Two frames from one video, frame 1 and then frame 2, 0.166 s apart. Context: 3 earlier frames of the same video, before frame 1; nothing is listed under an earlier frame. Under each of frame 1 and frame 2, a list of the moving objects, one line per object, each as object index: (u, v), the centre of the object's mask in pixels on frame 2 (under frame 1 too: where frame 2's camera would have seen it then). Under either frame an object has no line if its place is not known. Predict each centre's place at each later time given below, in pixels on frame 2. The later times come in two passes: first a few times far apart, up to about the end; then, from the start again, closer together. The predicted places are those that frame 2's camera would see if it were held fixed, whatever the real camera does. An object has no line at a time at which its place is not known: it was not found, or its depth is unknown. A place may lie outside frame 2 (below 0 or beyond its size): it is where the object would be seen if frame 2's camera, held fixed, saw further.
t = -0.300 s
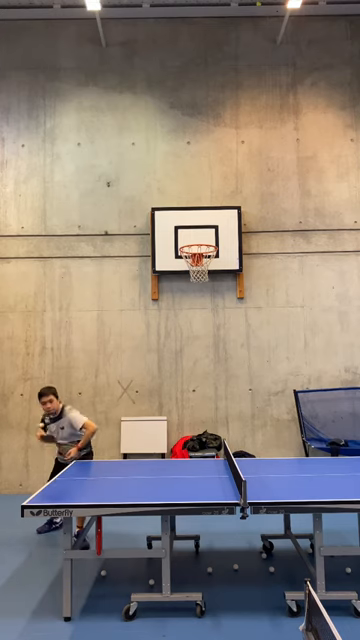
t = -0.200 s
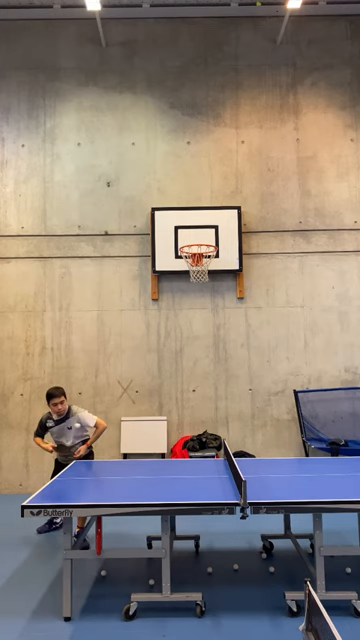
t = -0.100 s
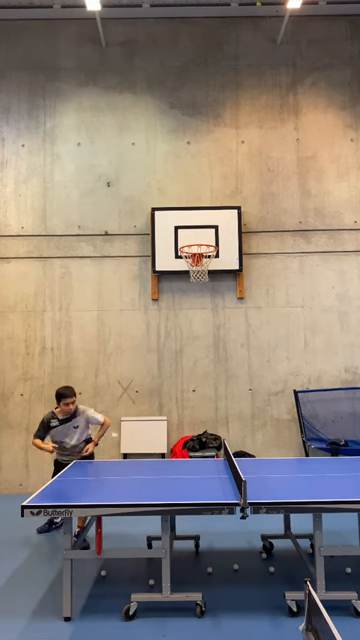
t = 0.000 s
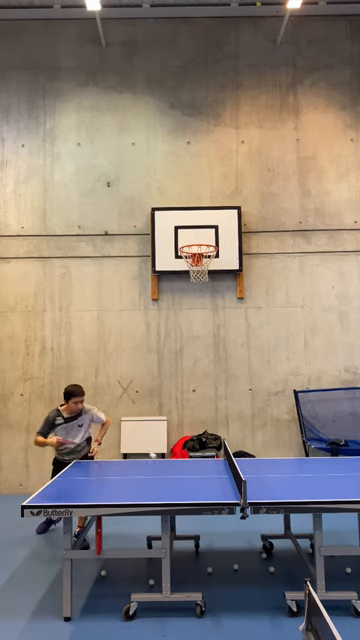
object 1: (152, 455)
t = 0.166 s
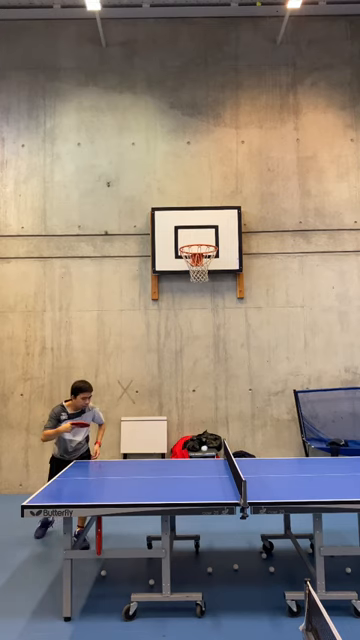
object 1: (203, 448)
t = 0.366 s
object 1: (259, 453)
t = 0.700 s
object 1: (324, 456)
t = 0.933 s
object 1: (348, 466)
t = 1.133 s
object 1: (347, 467)
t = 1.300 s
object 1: (342, 463)
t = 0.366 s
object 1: (259, 453)
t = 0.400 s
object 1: (269, 458)
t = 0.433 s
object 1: (279, 465)
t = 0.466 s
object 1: (289, 474)
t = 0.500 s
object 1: (296, 473)
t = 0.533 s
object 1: (300, 467)
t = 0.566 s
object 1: (305, 462)
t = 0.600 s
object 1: (310, 458)
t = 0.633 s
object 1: (315, 456)
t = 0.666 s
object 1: (319, 455)
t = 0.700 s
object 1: (324, 456)
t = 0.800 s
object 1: (339, 468)
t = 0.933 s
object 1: (348, 466)
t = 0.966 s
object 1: (347, 463)
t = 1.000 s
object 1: (347, 460)
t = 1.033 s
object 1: (347, 460)
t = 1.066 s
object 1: (347, 460)
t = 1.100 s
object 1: (347, 463)
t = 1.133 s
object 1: (347, 467)
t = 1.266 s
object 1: (344, 467)
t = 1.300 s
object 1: (342, 463)
